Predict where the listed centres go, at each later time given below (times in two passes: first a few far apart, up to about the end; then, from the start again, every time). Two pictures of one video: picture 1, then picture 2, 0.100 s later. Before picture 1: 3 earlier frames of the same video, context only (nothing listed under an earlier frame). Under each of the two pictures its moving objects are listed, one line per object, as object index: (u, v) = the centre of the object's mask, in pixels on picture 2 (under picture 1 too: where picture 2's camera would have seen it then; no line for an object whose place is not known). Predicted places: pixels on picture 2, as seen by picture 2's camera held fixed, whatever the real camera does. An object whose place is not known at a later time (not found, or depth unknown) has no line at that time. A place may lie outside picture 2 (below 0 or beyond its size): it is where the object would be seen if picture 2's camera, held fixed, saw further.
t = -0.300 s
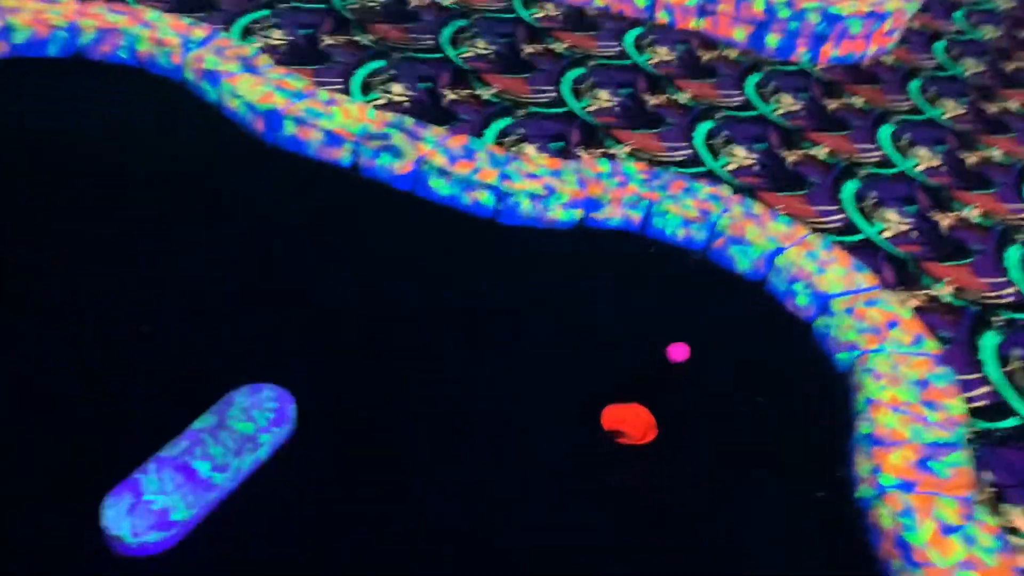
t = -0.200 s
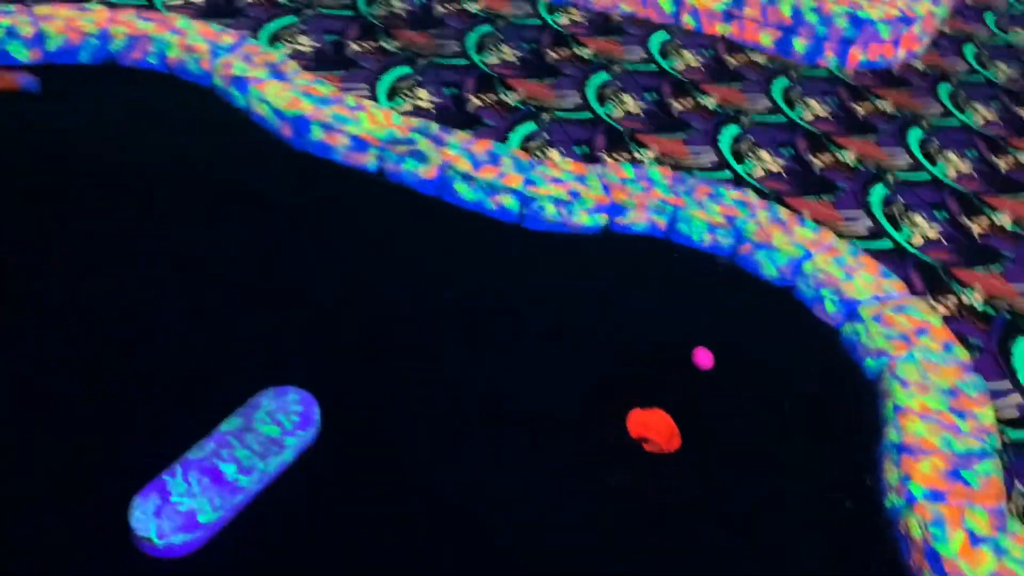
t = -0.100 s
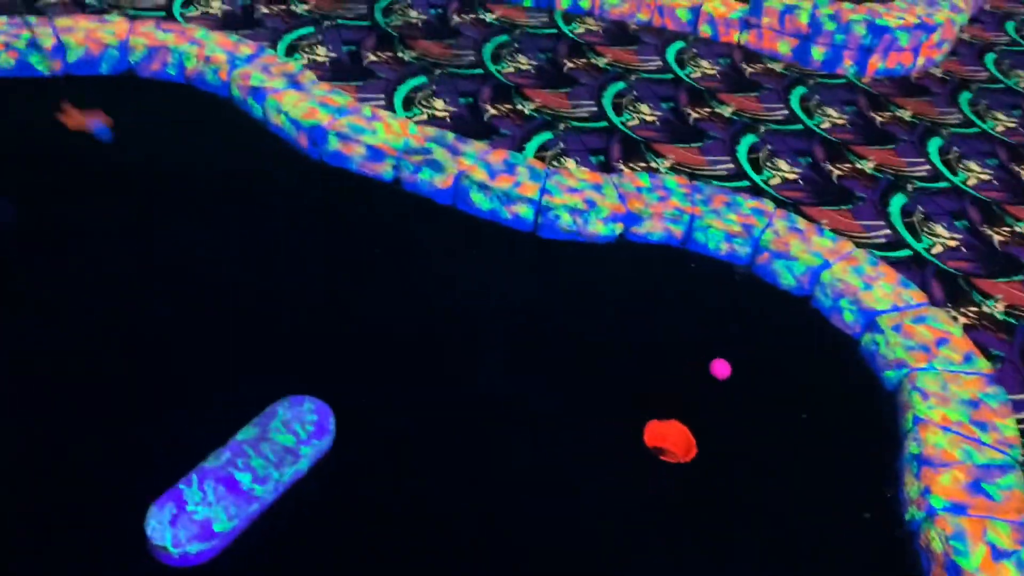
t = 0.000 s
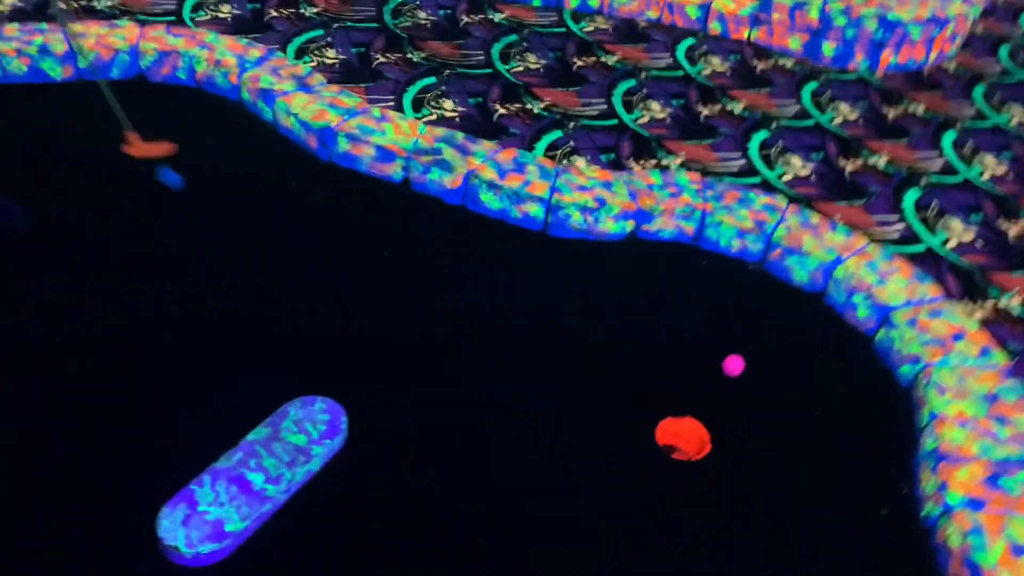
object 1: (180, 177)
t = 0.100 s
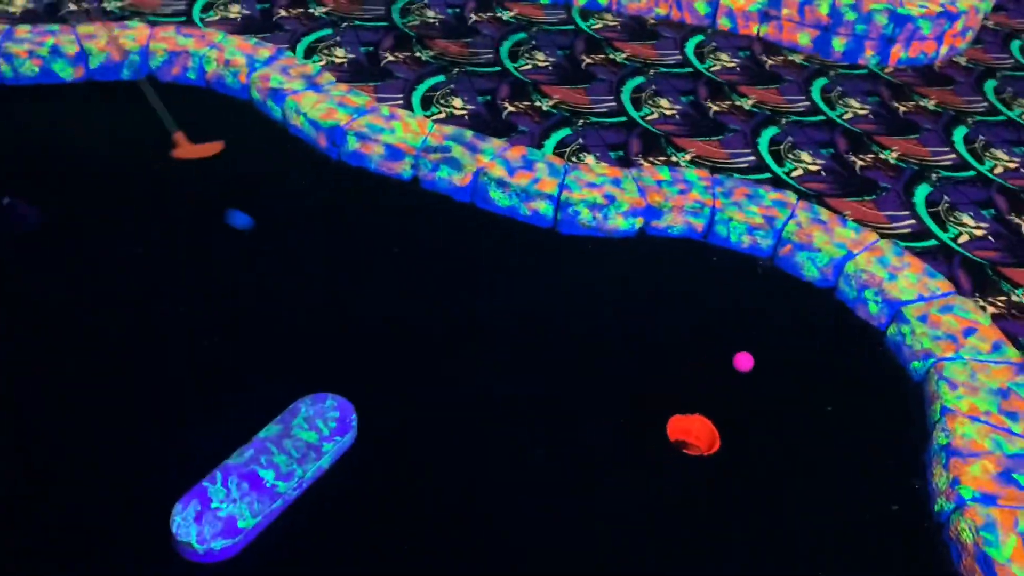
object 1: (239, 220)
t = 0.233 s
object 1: (317, 275)
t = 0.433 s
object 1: (441, 360)
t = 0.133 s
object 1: (258, 234)
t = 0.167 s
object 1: (277, 248)
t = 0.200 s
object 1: (297, 261)
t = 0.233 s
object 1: (317, 275)
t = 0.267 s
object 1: (337, 289)
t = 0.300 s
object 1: (357, 303)
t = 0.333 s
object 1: (378, 315)
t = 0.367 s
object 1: (398, 330)
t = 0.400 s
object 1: (420, 345)
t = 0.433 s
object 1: (441, 360)
